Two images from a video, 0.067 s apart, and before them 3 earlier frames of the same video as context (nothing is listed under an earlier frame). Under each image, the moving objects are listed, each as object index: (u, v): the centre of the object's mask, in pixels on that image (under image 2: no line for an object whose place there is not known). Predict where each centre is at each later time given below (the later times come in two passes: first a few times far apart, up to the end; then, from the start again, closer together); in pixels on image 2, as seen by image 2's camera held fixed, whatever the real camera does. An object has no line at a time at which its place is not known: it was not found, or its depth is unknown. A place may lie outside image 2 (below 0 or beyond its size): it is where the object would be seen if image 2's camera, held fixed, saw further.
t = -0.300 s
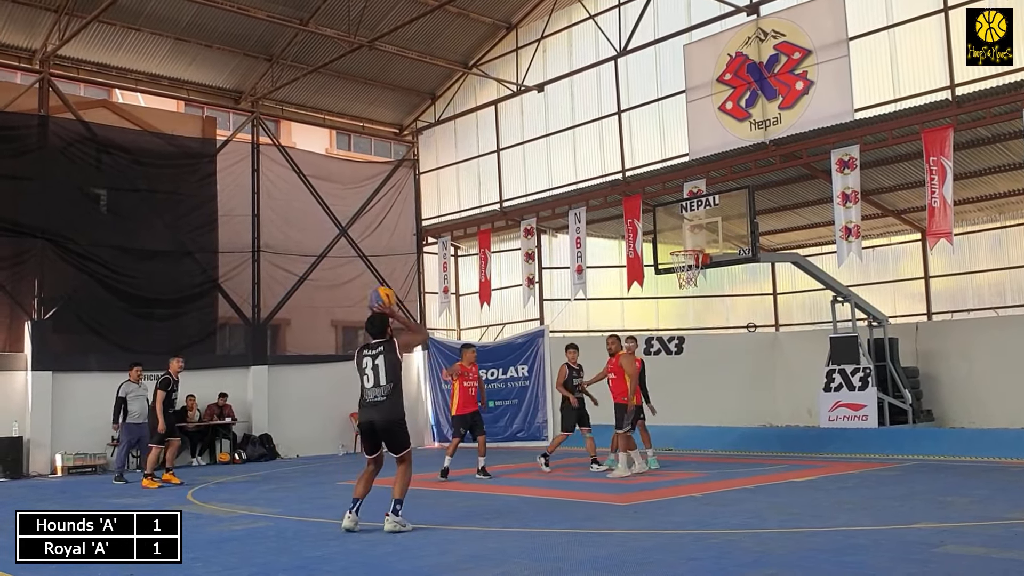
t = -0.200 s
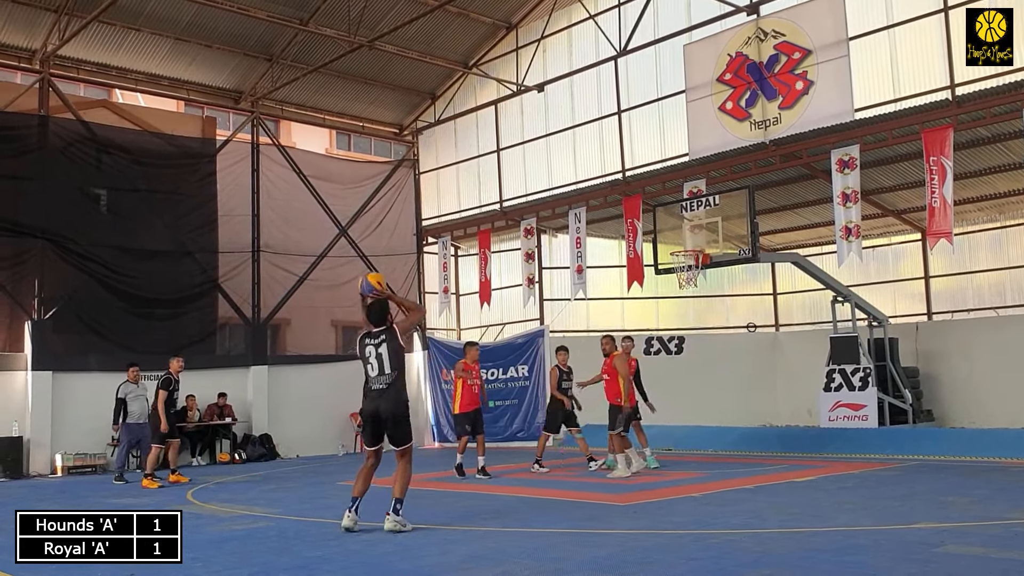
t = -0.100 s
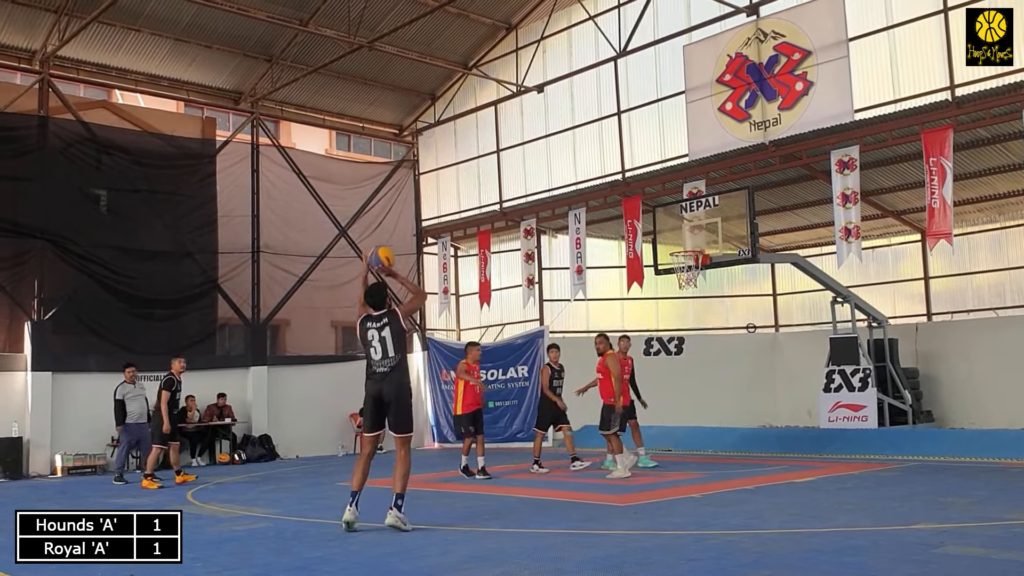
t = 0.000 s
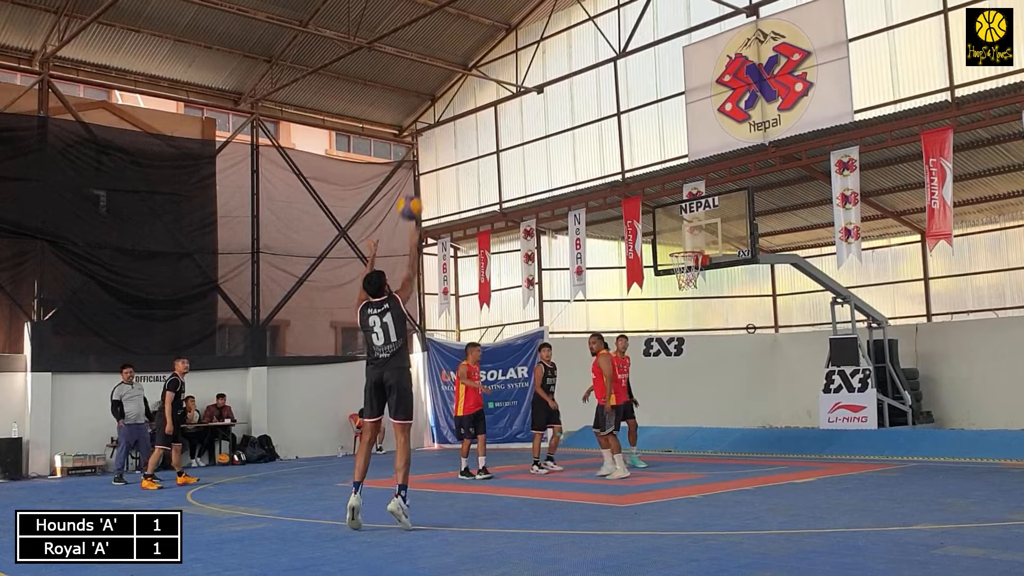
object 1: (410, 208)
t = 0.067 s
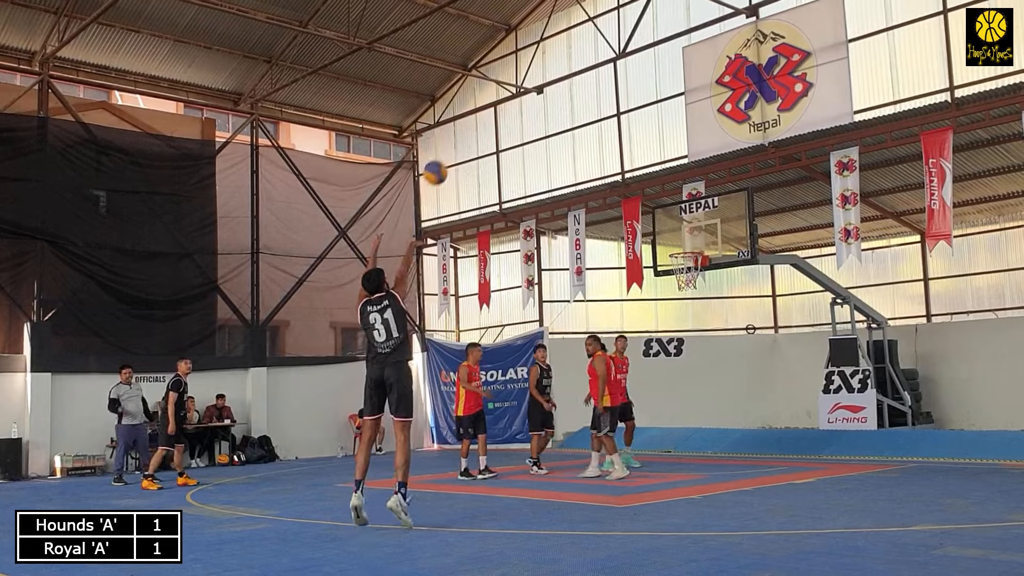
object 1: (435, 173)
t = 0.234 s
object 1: (491, 113)
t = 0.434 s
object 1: (545, 87)
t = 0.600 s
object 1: (584, 93)
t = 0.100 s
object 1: (447, 157)
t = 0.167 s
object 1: (470, 132)
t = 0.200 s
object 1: (480, 122)
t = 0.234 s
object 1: (491, 113)
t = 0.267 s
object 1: (501, 106)
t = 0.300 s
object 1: (510, 100)
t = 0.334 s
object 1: (520, 95)
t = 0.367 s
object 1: (528, 91)
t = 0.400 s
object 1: (537, 89)
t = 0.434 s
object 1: (545, 87)
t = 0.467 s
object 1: (554, 87)
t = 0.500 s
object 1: (562, 87)
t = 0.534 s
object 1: (569, 88)
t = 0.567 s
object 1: (577, 90)
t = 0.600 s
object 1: (584, 93)
